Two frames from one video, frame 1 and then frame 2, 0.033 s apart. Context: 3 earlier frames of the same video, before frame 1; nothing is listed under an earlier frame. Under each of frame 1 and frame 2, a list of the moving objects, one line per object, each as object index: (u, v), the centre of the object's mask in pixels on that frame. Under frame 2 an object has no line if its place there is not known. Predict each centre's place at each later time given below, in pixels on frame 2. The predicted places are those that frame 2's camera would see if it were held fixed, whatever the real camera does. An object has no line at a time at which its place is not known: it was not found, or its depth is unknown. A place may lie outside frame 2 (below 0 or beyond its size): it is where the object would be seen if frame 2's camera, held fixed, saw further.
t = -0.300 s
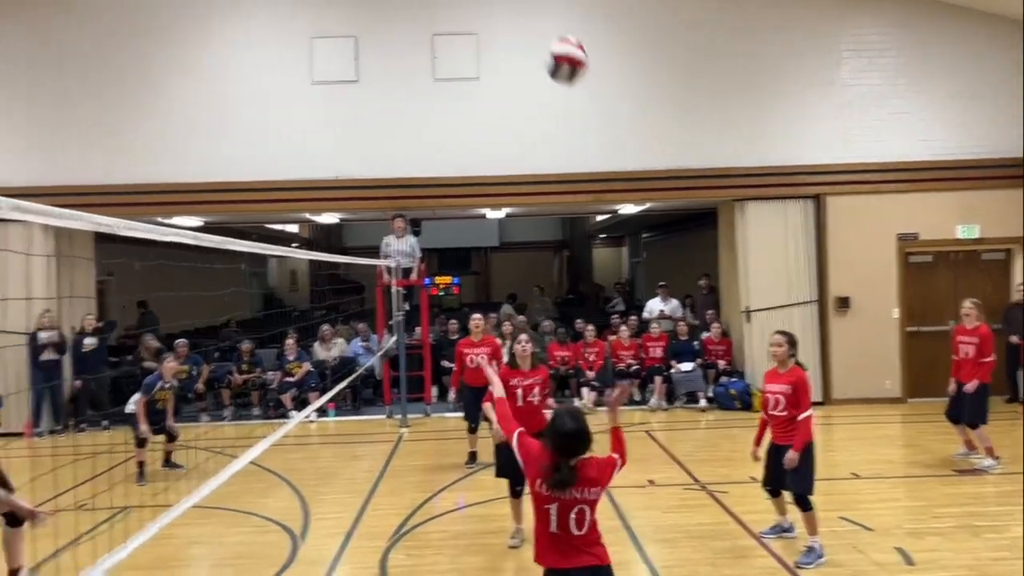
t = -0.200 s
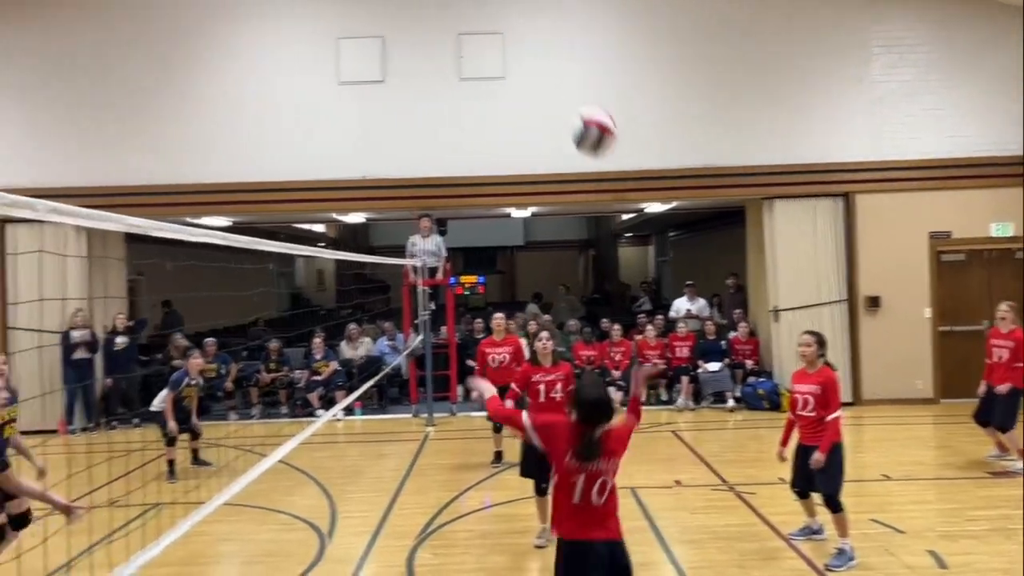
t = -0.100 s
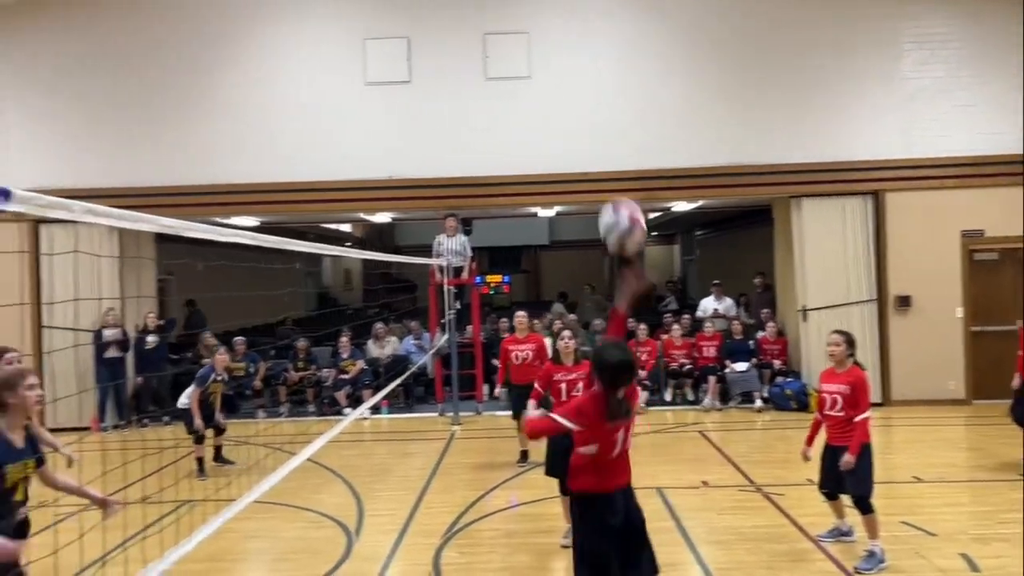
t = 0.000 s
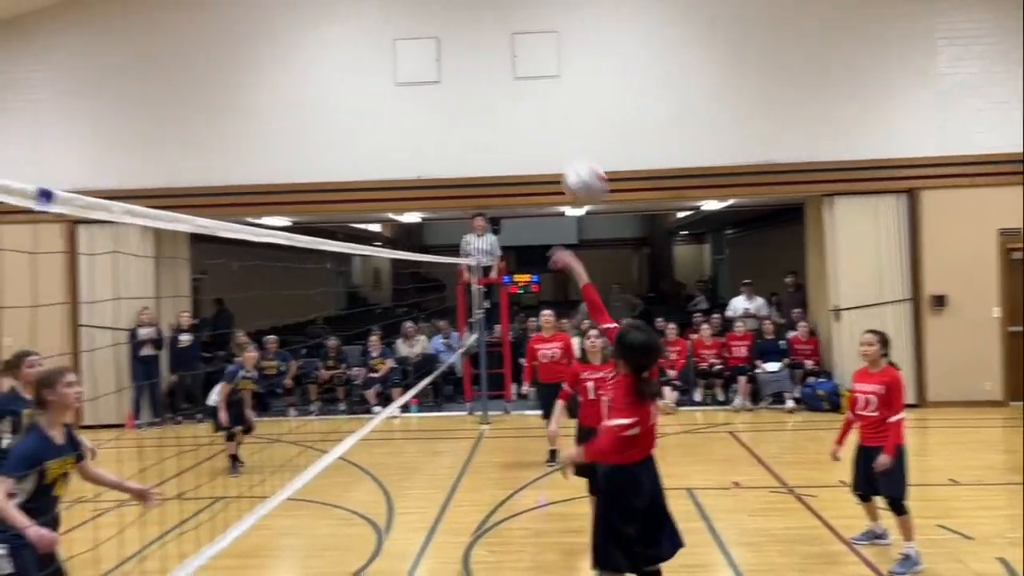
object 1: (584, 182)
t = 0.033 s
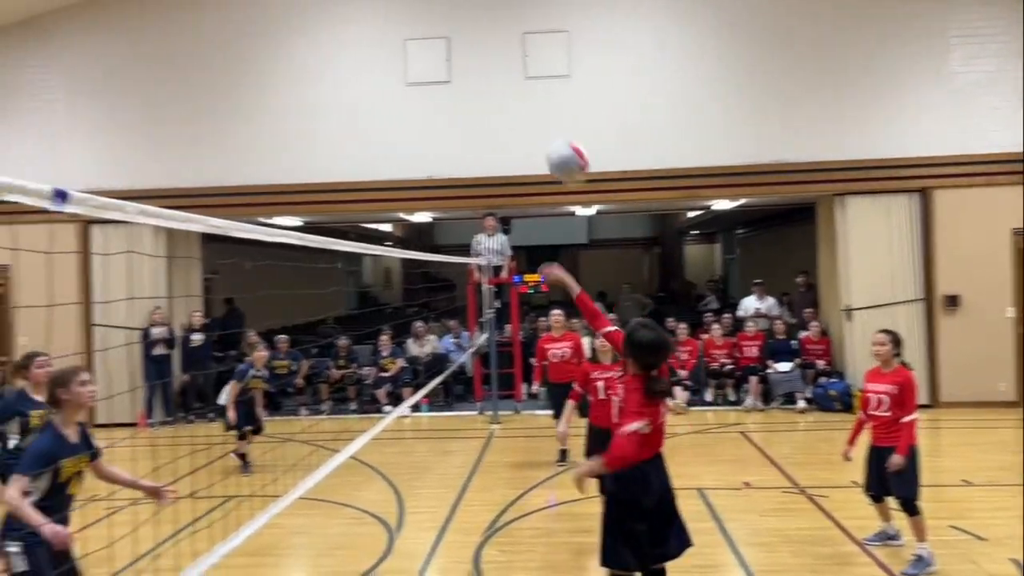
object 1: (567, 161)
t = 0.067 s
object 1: (543, 144)
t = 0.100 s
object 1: (520, 131)
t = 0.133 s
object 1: (497, 119)
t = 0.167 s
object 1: (478, 110)
